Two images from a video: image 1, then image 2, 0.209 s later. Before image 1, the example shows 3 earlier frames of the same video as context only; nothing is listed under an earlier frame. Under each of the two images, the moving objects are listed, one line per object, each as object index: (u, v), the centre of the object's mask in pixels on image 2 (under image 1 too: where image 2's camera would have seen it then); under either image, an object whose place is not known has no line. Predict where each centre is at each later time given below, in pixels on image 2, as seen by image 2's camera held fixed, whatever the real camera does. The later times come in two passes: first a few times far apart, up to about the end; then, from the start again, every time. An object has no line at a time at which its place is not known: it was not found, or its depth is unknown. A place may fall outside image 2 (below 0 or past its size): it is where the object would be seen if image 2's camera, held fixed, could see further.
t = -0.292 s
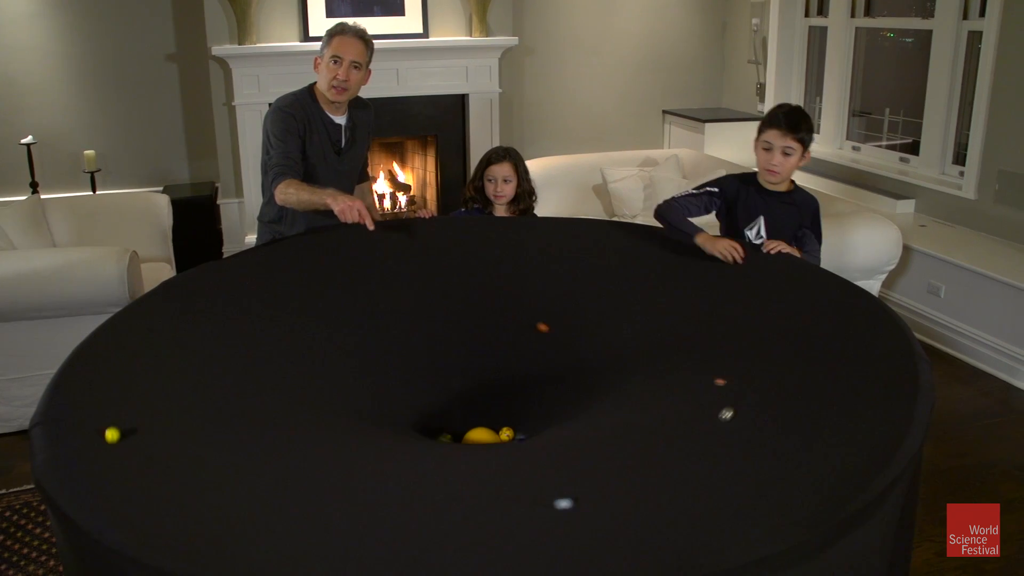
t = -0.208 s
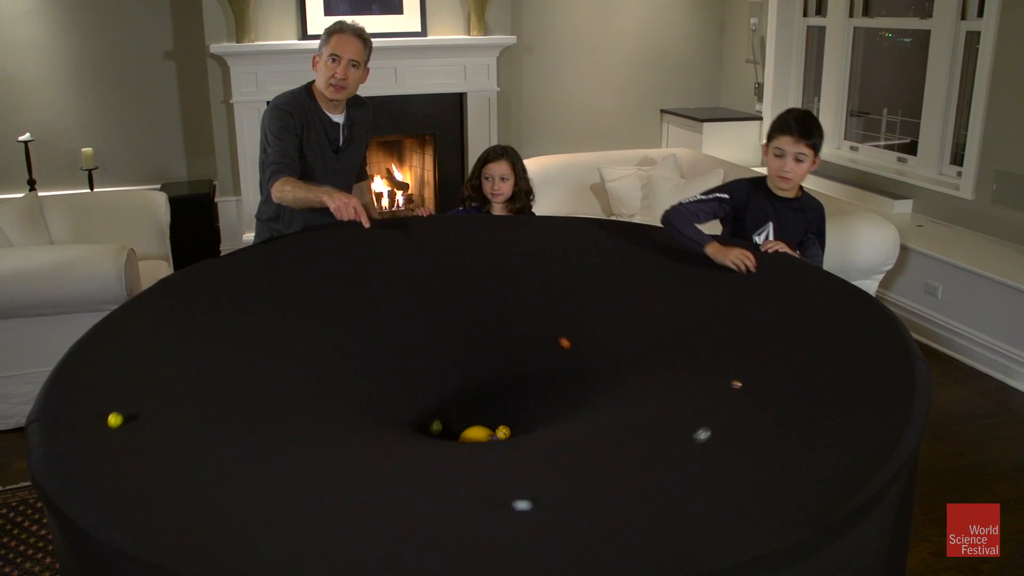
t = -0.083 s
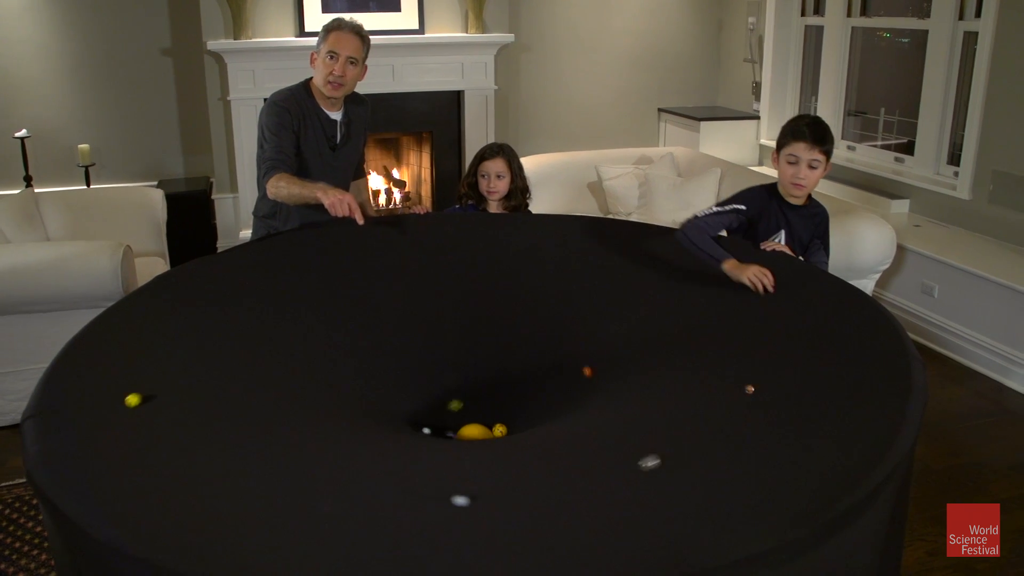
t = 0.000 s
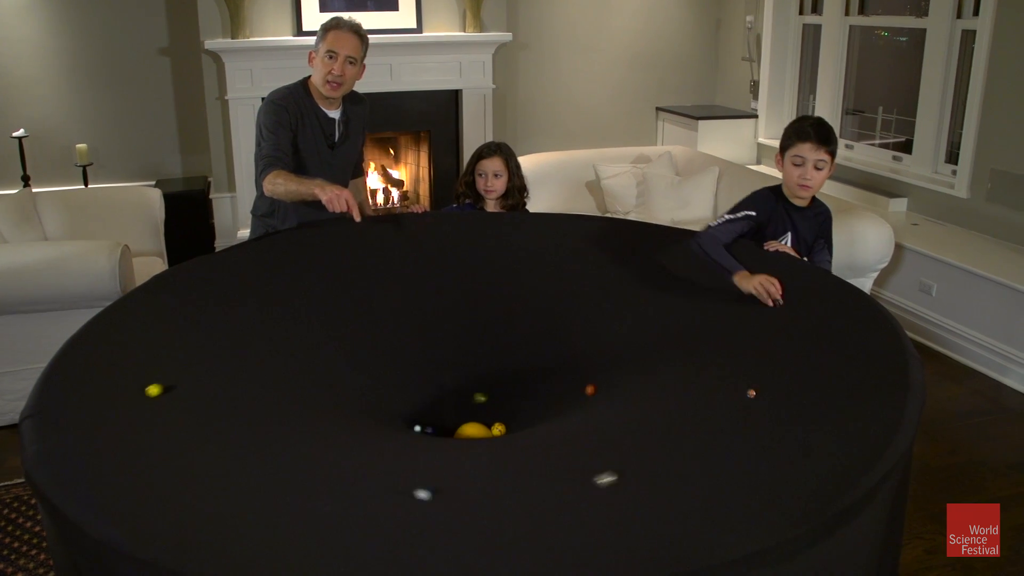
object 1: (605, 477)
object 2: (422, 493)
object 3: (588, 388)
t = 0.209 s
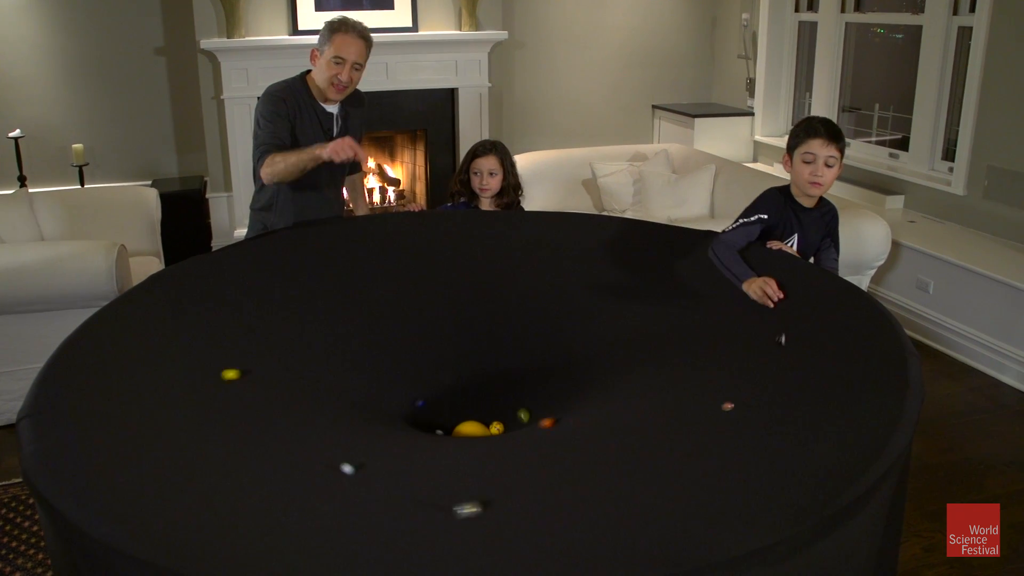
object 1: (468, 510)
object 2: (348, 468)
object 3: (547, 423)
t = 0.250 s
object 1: (438, 513)
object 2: (337, 462)
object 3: (531, 428)
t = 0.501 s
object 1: (263, 512)
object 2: (307, 423)
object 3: (420, 440)
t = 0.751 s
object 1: (141, 483)
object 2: (339, 391)
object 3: (330, 423)
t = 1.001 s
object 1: (93, 440)
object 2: (442, 358)
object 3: (305, 397)
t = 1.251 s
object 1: (116, 403)
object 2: (571, 323)
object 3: (351, 381)
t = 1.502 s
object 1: (198, 379)
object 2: (666, 322)
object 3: (466, 387)
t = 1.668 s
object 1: (276, 374)
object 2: (703, 336)
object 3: (551, 390)
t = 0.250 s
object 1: (438, 513)
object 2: (337, 462)
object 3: (531, 428)
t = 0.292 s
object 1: (407, 516)
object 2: (328, 456)
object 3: (515, 432)
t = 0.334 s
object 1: (378, 517)
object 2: (321, 449)
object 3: (497, 436)
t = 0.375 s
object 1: (347, 517)
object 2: (314, 442)
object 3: (478, 440)
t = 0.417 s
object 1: (318, 516)
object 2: (311, 436)
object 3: (459, 441)
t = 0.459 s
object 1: (290, 514)
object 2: (308, 429)
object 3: (440, 440)
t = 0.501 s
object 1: (263, 512)
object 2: (307, 423)
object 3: (420, 440)
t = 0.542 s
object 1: (238, 509)
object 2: (307, 417)
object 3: (402, 439)
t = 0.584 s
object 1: (215, 505)
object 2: (310, 411)
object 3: (384, 437)
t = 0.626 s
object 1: (193, 500)
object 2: (315, 406)
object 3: (369, 434)
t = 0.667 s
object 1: (174, 495)
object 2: (321, 401)
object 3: (354, 431)
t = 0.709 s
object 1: (156, 489)
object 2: (329, 396)
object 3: (341, 427)
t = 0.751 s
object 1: (141, 483)
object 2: (339, 391)
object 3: (330, 423)
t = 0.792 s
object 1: (127, 476)
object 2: (350, 387)
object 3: (321, 419)
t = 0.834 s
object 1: (116, 469)
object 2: (364, 382)
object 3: (313, 415)
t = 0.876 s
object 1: (107, 462)
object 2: (380, 377)
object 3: (308, 410)
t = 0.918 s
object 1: (100, 454)
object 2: (398, 371)
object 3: (305, 405)
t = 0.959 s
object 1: (95, 447)
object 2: (419, 365)
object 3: (304, 401)
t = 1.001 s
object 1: (93, 440)
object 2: (442, 358)
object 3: (305, 397)
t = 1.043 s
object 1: (92, 433)
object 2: (464, 351)
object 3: (307, 393)
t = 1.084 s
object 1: (93, 426)
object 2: (487, 343)
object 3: (312, 389)
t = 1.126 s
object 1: (96, 420)
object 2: (509, 337)
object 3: (319, 386)
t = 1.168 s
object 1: (101, 414)
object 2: (531, 331)
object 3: (328, 384)
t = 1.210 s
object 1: (107, 408)
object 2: (551, 327)
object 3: (338, 382)
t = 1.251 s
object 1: (116, 403)
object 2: (571, 323)
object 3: (351, 381)
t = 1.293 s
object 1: (126, 398)
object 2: (589, 321)
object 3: (366, 381)
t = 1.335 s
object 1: (138, 394)
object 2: (607, 319)
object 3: (382, 381)
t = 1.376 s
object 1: (151, 390)
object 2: (623, 319)
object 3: (400, 382)
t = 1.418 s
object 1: (166, 386)
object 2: (638, 319)
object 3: (420, 383)
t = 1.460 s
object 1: (181, 382)
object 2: (653, 320)
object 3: (442, 385)
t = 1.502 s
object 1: (198, 379)
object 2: (666, 322)
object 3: (466, 387)
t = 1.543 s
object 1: (216, 377)
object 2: (677, 325)
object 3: (490, 387)
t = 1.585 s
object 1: (235, 375)
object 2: (687, 328)
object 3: (513, 389)
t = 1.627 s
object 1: (255, 374)
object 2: (696, 332)
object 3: (533, 390)
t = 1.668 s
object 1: (276, 374)
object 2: (703, 336)
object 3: (551, 390)
